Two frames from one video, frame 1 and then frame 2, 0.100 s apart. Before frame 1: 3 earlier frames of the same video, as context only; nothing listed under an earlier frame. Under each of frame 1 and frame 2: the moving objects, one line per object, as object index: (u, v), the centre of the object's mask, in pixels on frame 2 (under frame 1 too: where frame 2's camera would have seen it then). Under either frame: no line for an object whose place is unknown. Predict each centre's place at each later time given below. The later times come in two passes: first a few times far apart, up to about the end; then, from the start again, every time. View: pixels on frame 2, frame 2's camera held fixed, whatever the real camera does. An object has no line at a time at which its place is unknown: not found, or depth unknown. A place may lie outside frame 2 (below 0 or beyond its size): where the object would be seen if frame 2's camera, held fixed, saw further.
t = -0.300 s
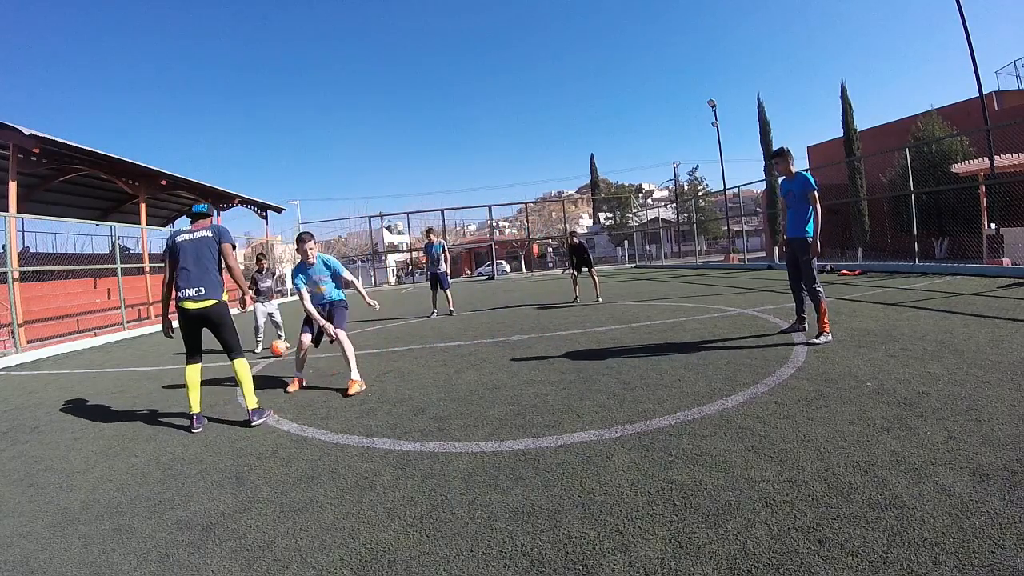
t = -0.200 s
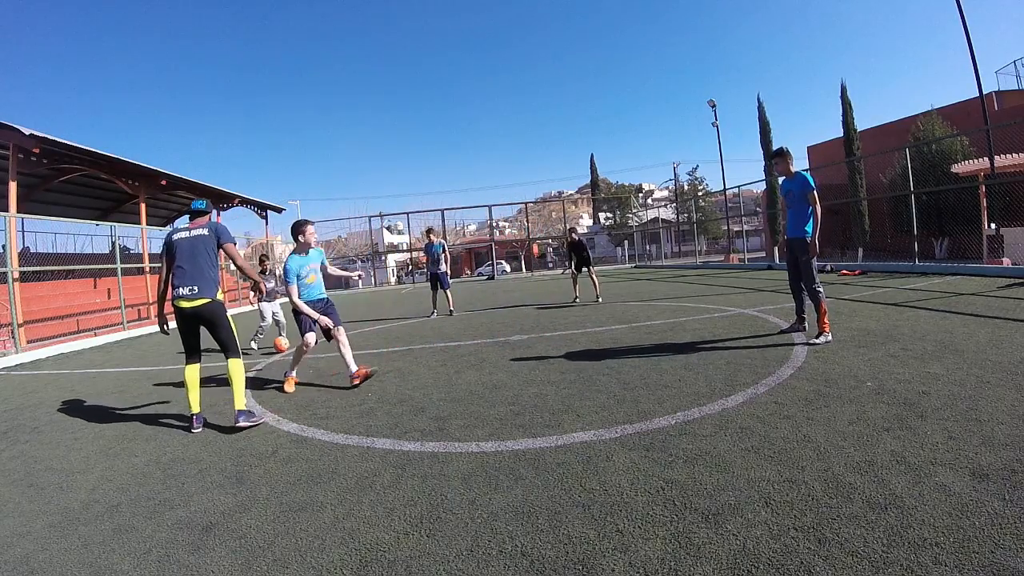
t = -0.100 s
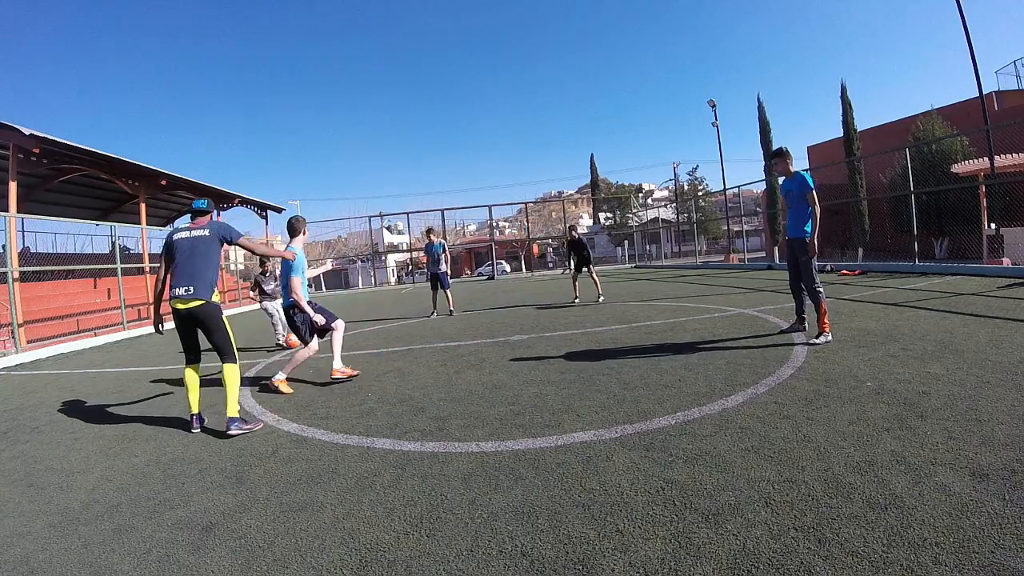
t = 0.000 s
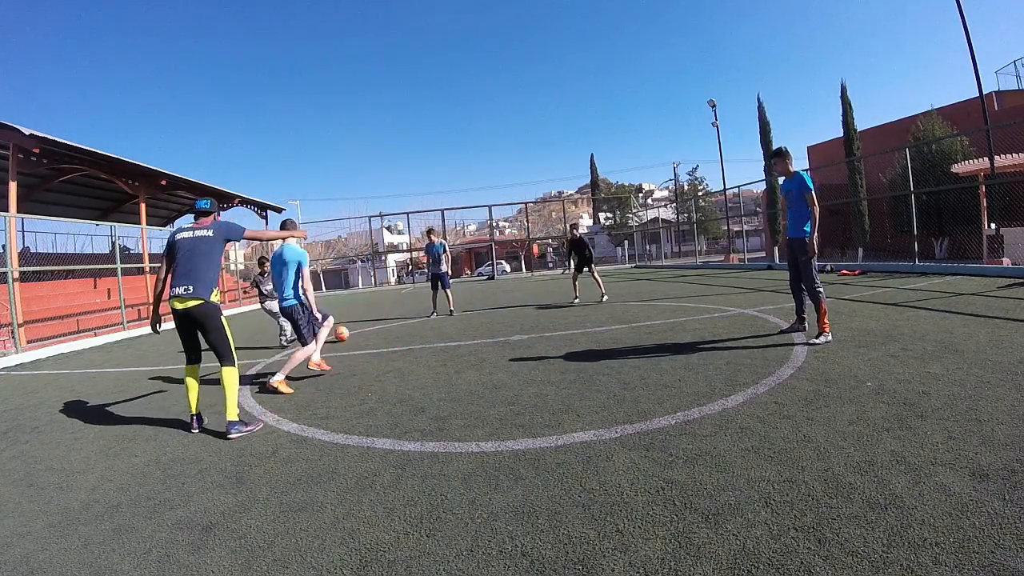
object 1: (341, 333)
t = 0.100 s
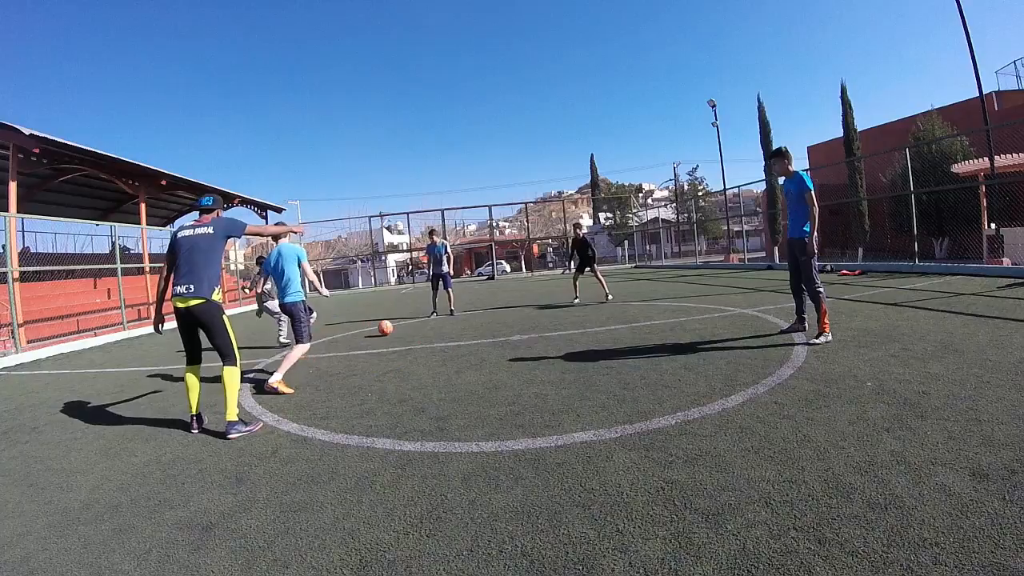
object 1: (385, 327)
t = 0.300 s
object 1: (459, 318)
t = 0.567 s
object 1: (527, 307)
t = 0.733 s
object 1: (560, 301)
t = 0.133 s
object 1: (399, 326)
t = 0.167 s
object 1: (411, 324)
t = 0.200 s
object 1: (424, 321)
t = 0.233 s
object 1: (435, 320)
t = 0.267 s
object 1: (448, 319)
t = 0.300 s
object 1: (459, 318)
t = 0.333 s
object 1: (468, 315)
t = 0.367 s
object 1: (478, 314)
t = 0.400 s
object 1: (487, 313)
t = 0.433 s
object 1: (496, 312)
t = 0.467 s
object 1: (504, 310)
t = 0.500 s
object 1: (511, 308)
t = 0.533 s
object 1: (519, 307)
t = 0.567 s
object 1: (527, 307)
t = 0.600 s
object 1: (534, 305)
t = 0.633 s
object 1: (541, 304)
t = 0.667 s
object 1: (547, 303)
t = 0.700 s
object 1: (554, 302)
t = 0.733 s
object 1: (560, 301)
